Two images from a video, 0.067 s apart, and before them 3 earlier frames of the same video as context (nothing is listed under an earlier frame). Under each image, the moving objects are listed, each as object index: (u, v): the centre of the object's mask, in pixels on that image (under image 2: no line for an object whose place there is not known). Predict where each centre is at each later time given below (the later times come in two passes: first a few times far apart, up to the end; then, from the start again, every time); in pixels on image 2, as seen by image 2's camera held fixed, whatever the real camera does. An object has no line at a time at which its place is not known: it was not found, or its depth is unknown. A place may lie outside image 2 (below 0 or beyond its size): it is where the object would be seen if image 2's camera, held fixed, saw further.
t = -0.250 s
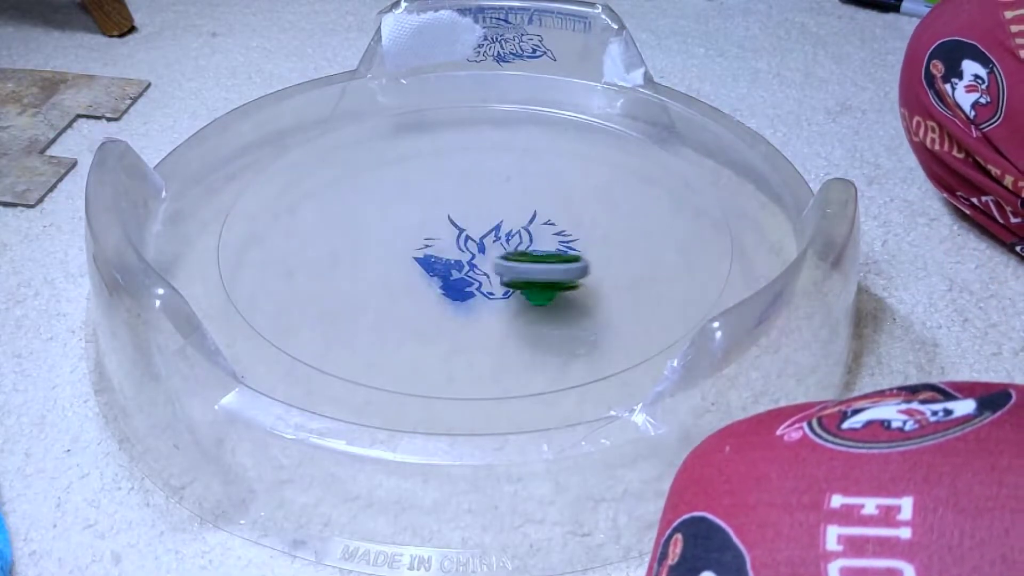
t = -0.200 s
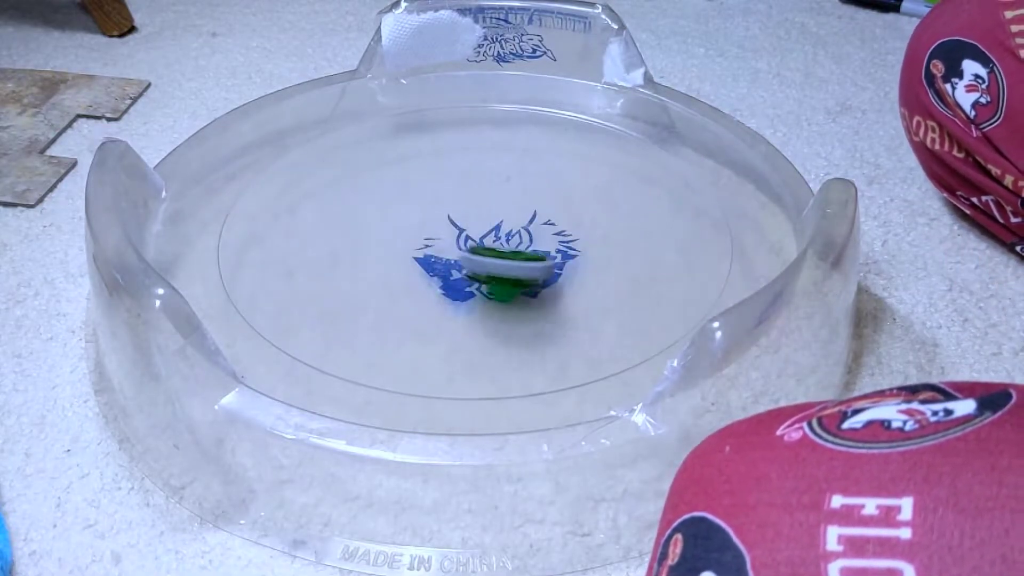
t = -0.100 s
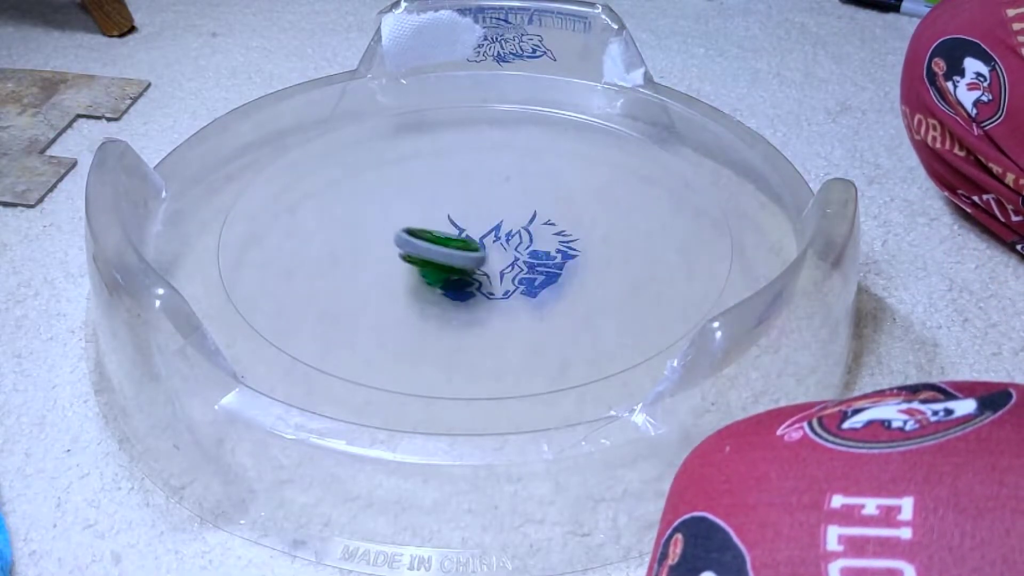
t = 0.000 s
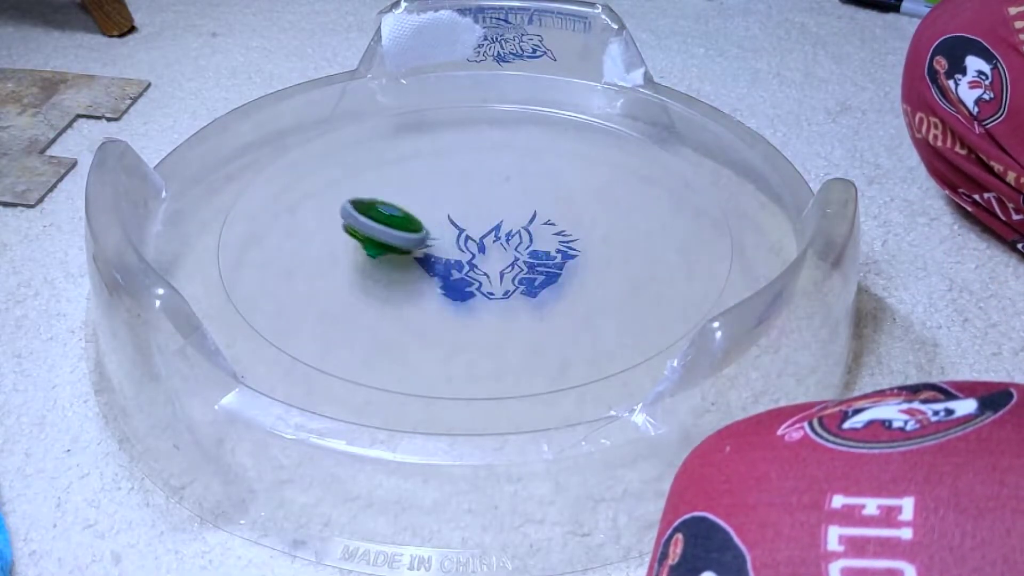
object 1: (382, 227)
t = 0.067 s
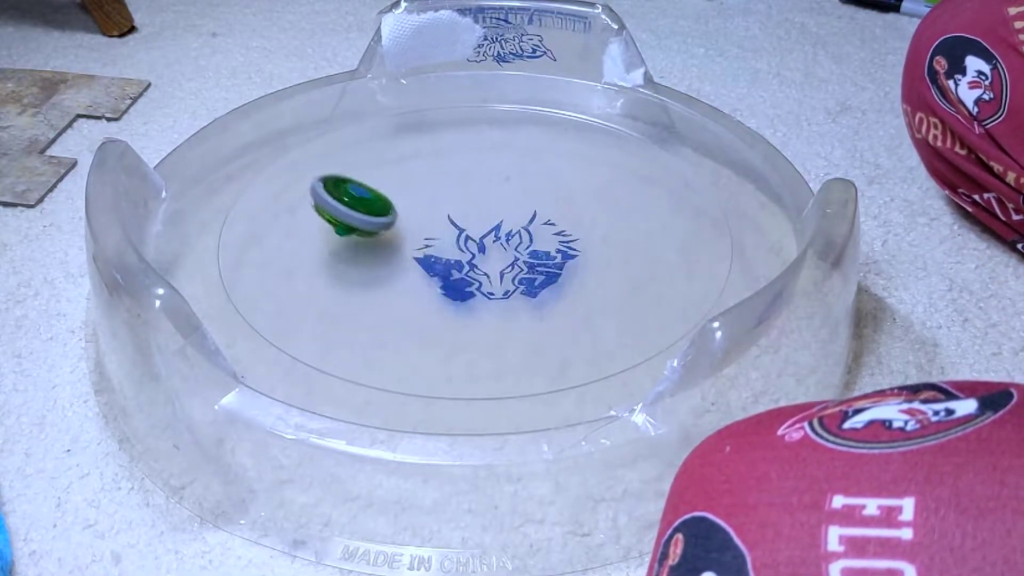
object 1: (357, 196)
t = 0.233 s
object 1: (325, 160)
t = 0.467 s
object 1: (358, 159)
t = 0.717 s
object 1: (501, 194)
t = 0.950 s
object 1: (626, 227)
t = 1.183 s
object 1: (662, 257)
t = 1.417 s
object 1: (576, 288)
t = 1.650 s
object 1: (431, 265)
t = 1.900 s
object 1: (346, 190)
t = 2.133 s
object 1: (377, 158)
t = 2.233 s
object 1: (414, 160)
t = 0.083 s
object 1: (350, 191)
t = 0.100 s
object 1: (343, 186)
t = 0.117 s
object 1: (339, 181)
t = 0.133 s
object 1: (333, 176)
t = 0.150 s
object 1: (330, 173)
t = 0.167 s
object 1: (327, 169)
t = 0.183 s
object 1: (325, 166)
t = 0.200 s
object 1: (324, 163)
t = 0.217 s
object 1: (325, 161)
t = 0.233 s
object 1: (325, 160)
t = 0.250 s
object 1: (325, 158)
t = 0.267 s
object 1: (326, 158)
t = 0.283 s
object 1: (327, 157)
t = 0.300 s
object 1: (327, 156)
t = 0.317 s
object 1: (328, 155)
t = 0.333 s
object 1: (330, 155)
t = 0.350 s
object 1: (332, 154)
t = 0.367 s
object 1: (334, 154)
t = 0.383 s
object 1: (337, 154)
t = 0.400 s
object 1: (339, 155)
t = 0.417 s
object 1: (343, 156)
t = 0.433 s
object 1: (347, 157)
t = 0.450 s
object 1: (352, 158)
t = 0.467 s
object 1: (358, 159)
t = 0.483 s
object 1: (366, 160)
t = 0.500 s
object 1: (374, 162)
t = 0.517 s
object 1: (382, 164)
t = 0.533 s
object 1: (392, 167)
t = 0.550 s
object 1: (402, 169)
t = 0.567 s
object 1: (412, 171)
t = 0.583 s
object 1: (422, 174)
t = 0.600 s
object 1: (431, 177)
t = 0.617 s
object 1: (441, 179)
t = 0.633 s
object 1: (451, 182)
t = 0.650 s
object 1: (461, 185)
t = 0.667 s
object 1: (471, 187)
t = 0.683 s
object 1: (481, 189)
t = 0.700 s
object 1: (491, 192)
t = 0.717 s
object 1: (501, 194)
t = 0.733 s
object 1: (510, 196)
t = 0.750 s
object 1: (520, 199)
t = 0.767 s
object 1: (529, 201)
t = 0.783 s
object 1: (539, 203)
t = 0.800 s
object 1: (548, 205)
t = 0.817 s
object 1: (558, 207)
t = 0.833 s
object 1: (567, 210)
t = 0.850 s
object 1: (576, 212)
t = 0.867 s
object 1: (585, 214)
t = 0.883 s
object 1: (593, 217)
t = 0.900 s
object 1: (602, 219)
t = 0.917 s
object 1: (610, 222)
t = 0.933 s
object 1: (618, 224)
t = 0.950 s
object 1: (626, 227)
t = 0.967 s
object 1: (633, 230)
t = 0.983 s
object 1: (641, 232)
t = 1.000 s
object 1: (647, 234)
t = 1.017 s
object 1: (651, 236)
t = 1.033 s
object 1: (656, 238)
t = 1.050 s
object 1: (659, 241)
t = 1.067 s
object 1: (660, 241)
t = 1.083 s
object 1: (662, 244)
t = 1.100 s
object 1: (663, 245)
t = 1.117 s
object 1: (663, 248)
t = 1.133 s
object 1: (665, 252)
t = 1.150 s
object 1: (662, 252)
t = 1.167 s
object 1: (664, 255)
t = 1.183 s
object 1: (662, 257)
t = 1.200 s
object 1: (656, 257)
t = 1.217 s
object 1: (657, 260)
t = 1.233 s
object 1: (654, 261)
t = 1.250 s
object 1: (650, 263)
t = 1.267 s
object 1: (647, 265)
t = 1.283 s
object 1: (642, 266)
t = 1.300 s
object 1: (637, 267)
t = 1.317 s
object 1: (632, 269)
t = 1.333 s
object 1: (620, 282)
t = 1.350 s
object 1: (614, 284)
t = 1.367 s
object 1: (605, 285)
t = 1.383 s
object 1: (597, 287)
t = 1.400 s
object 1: (587, 287)
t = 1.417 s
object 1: (576, 288)
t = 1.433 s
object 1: (566, 289)
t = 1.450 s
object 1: (554, 289)
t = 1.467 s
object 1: (544, 289)
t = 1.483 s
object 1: (533, 288)
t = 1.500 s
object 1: (521, 287)
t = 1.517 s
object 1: (511, 286)
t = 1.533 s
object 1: (500, 285)
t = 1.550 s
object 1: (490, 283)
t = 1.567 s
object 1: (478, 280)
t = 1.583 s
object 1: (469, 278)
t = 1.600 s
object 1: (459, 275)
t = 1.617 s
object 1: (449, 272)
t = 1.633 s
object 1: (441, 269)
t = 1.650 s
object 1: (431, 265)
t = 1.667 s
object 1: (422, 260)
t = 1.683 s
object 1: (414, 256)
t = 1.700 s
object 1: (406, 252)
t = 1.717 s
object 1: (399, 246)
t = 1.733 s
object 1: (391, 241)
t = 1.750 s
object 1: (385, 236)
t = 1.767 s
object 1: (379, 231)
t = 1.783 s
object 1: (373, 226)
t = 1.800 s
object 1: (367, 220)
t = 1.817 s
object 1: (363, 215)
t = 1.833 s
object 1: (358, 209)
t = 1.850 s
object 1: (354, 204)
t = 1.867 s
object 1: (351, 199)
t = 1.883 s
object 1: (347, 193)
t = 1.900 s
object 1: (346, 190)
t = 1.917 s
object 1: (345, 186)
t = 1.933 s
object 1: (344, 182)
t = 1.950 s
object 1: (344, 179)
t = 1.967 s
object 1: (345, 176)
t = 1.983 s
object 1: (347, 173)
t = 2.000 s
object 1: (348, 171)
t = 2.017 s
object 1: (350, 169)
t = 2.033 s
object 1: (353, 168)
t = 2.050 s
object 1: (356, 167)
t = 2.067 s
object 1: (359, 165)
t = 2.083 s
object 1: (362, 165)
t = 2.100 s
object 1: (366, 164)
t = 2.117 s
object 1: (370, 160)
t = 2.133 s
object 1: (377, 158)
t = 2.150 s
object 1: (380, 160)
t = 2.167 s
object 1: (386, 160)
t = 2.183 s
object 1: (392, 159)
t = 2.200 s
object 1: (399, 159)
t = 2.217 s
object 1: (406, 160)
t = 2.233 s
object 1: (414, 160)
